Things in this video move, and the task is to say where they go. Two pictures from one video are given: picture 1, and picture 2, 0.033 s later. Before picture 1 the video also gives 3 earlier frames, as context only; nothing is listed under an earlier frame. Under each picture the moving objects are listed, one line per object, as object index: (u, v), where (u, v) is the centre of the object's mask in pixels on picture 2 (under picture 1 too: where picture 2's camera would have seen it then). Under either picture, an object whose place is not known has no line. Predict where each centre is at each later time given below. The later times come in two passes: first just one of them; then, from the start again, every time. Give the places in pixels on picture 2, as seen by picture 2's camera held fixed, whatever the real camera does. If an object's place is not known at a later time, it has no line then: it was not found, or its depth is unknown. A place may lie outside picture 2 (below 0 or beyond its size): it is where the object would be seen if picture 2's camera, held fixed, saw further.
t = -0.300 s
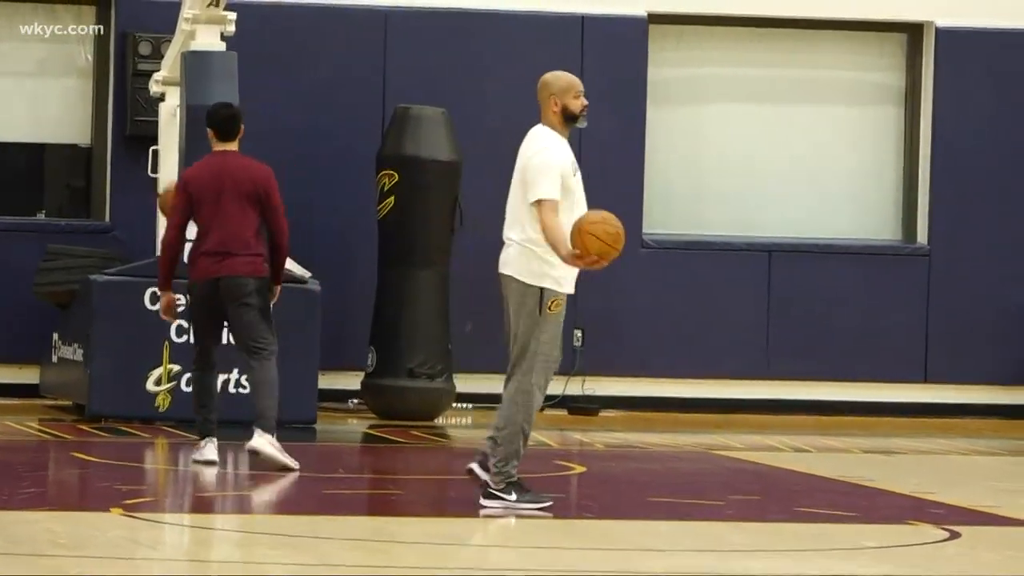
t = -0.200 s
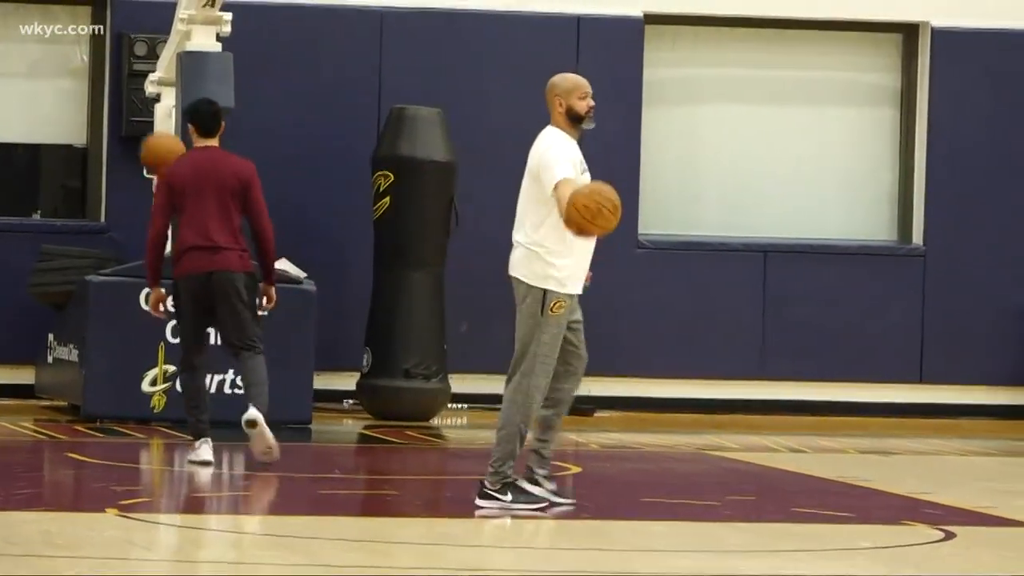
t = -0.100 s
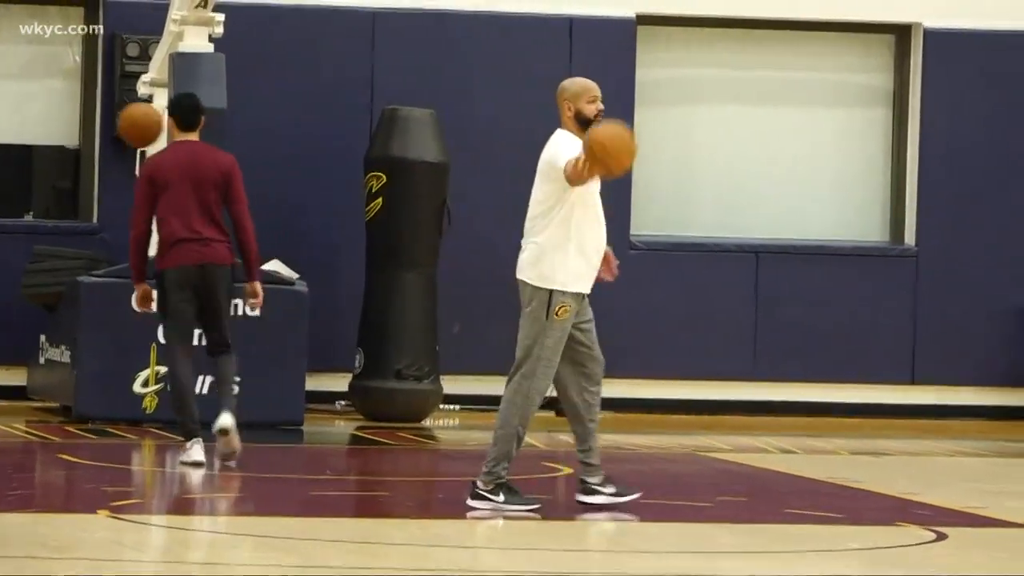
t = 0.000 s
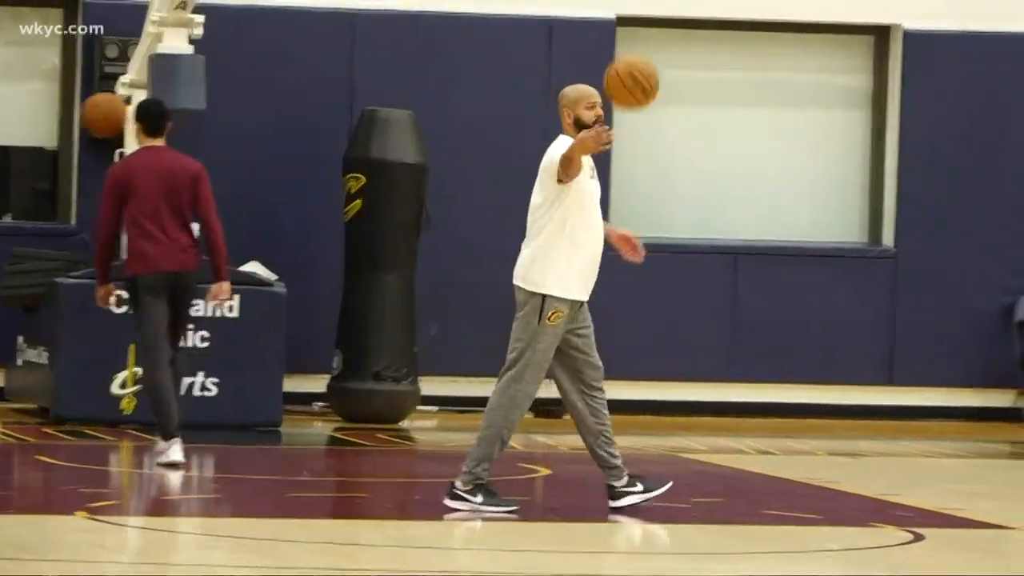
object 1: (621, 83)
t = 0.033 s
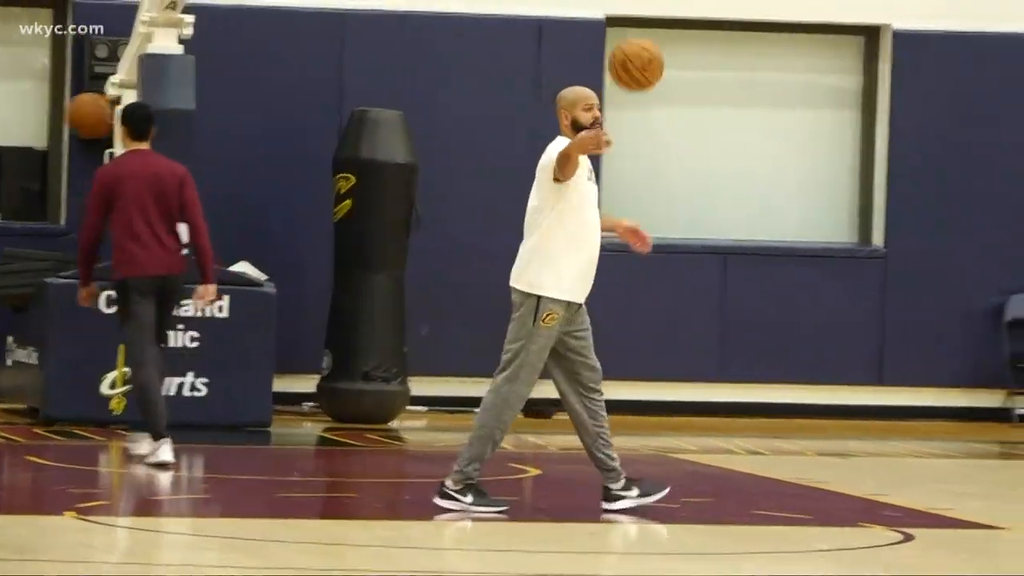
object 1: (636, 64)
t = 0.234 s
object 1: (724, 13)
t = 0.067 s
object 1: (650, 46)
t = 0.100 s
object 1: (665, 34)
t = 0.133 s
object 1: (679, 23)
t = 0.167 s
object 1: (695, 18)
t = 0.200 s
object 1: (710, 15)
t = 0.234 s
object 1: (724, 13)
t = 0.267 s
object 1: (738, 12)
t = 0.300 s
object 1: (750, 13)
